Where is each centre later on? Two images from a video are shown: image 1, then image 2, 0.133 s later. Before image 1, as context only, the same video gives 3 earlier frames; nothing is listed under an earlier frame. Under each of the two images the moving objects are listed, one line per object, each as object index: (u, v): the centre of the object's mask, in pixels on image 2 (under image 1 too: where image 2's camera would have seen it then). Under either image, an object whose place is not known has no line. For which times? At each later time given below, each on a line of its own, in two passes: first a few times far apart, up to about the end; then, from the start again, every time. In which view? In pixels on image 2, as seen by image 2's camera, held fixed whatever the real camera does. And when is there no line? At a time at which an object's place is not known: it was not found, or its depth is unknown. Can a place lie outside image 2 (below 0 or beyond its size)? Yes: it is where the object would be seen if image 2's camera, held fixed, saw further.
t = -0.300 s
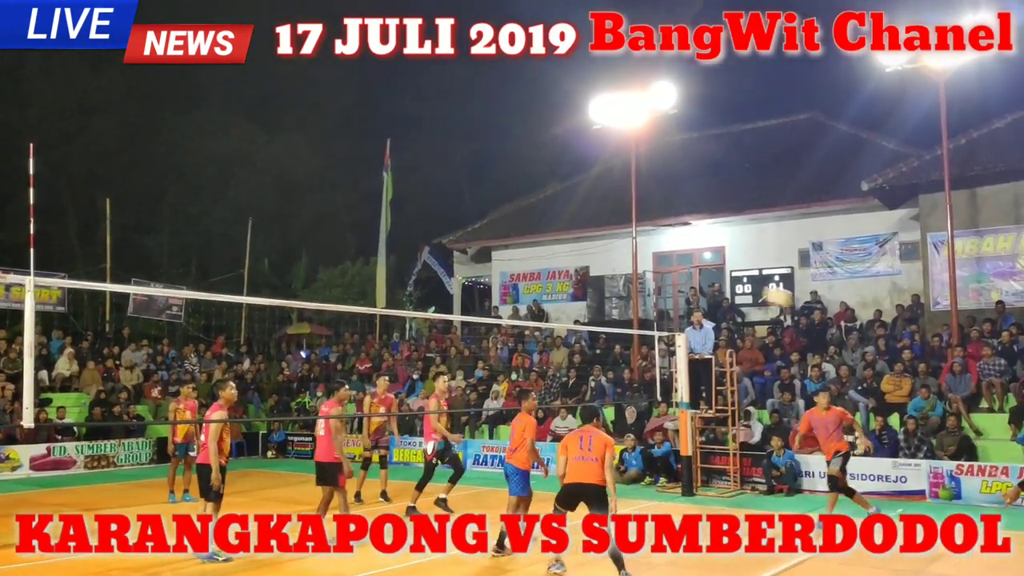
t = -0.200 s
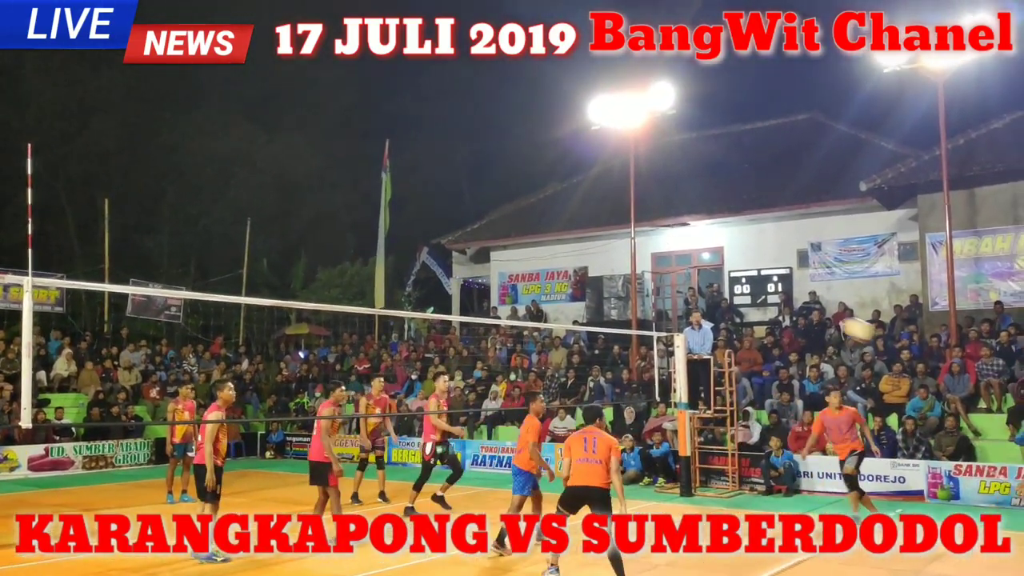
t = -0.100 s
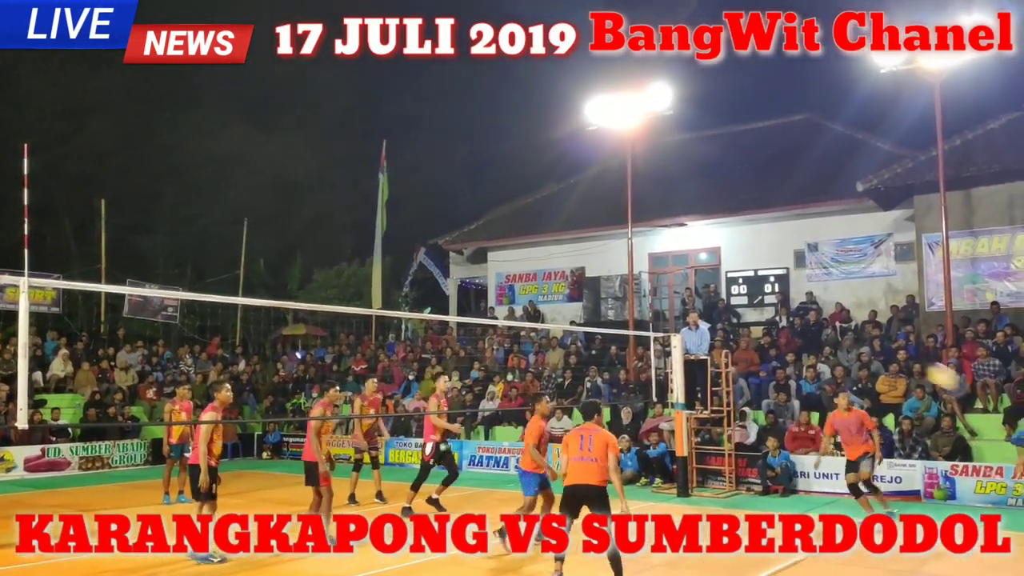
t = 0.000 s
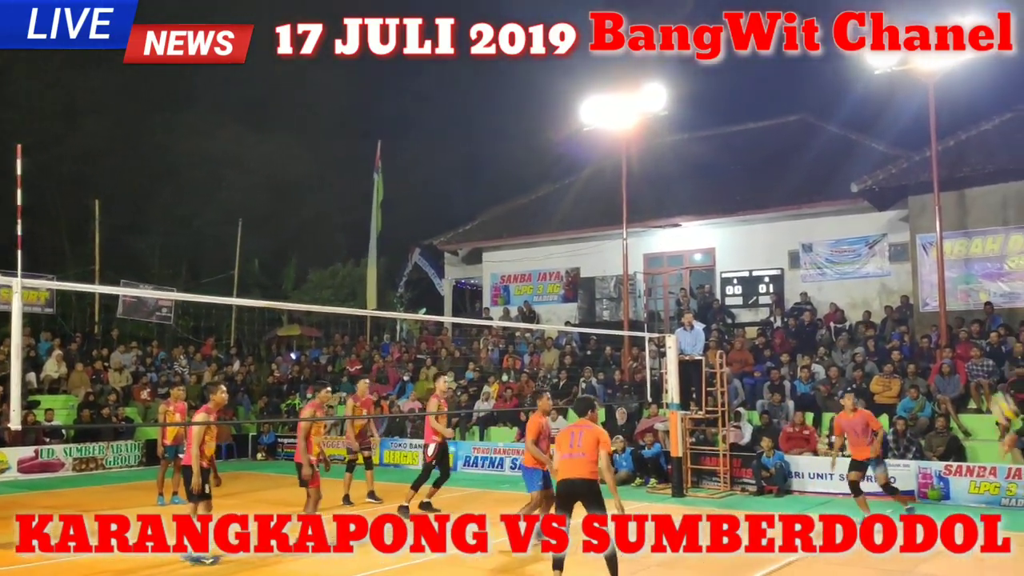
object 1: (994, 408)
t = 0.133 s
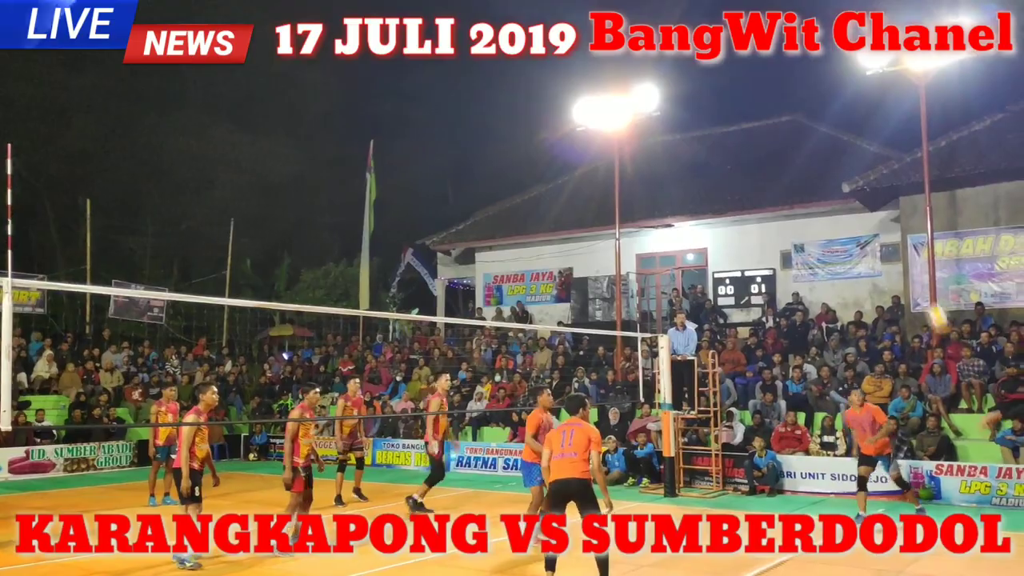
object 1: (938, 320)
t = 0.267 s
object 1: (889, 252)
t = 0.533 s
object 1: (794, 178)
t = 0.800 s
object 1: (711, 177)
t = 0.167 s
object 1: (929, 302)
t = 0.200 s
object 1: (911, 282)
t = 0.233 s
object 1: (900, 265)
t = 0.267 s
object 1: (889, 252)
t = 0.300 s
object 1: (875, 238)
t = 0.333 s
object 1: (863, 225)
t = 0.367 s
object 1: (851, 211)
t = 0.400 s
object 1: (840, 205)
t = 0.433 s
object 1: (827, 195)
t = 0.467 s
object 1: (816, 189)
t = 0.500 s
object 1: (805, 183)
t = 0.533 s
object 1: (794, 178)
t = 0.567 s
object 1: (783, 174)
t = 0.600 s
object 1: (772, 171)
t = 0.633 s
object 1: (762, 169)
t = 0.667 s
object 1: (752, 169)
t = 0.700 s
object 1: (742, 170)
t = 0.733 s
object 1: (731, 171)
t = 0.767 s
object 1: (721, 174)
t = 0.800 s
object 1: (711, 177)
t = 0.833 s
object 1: (701, 181)
